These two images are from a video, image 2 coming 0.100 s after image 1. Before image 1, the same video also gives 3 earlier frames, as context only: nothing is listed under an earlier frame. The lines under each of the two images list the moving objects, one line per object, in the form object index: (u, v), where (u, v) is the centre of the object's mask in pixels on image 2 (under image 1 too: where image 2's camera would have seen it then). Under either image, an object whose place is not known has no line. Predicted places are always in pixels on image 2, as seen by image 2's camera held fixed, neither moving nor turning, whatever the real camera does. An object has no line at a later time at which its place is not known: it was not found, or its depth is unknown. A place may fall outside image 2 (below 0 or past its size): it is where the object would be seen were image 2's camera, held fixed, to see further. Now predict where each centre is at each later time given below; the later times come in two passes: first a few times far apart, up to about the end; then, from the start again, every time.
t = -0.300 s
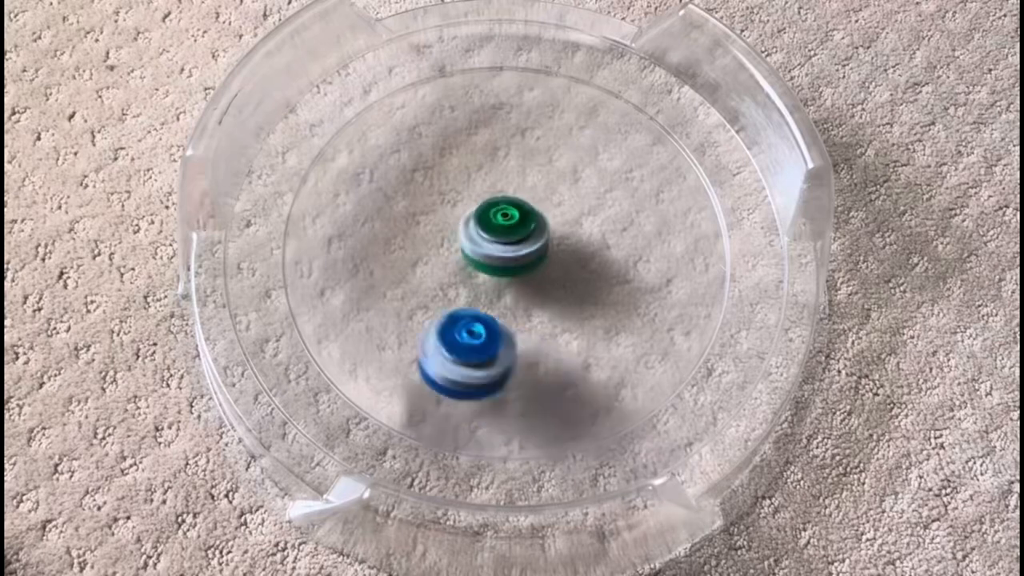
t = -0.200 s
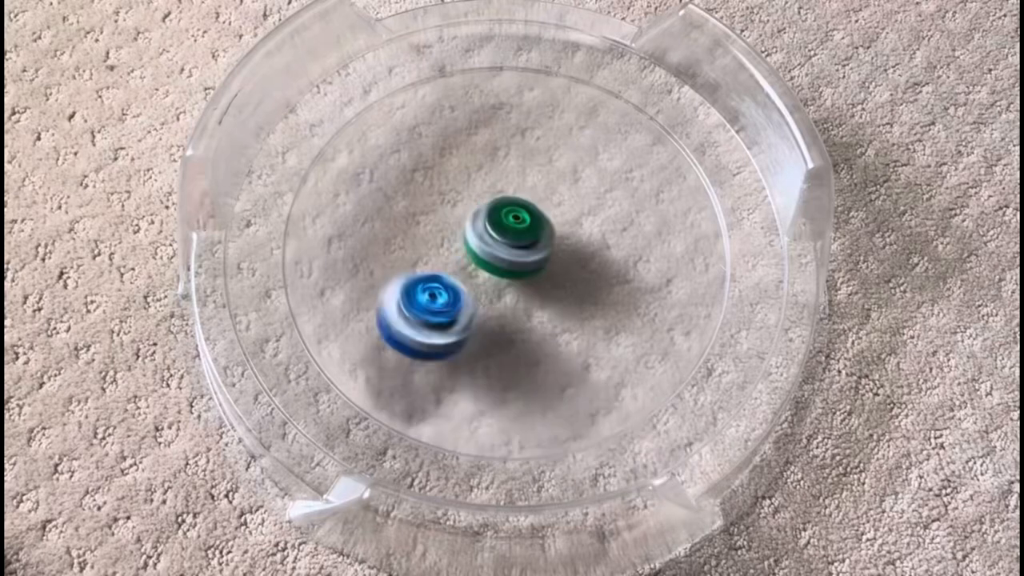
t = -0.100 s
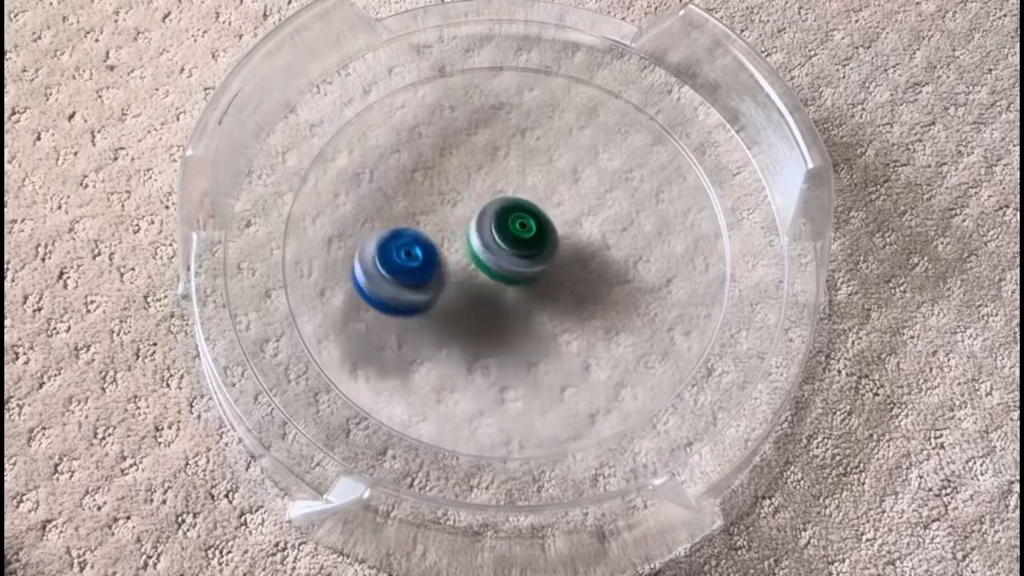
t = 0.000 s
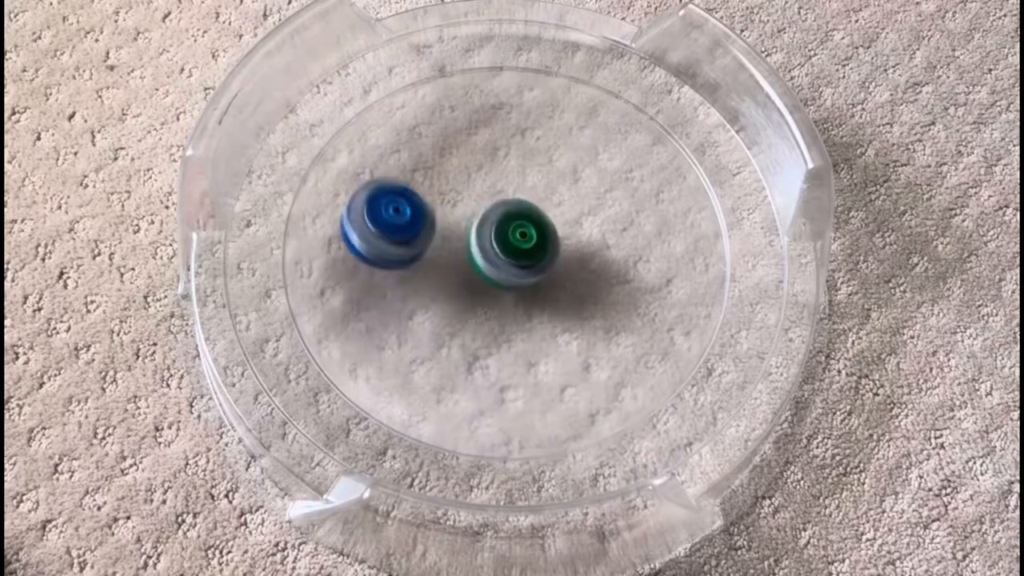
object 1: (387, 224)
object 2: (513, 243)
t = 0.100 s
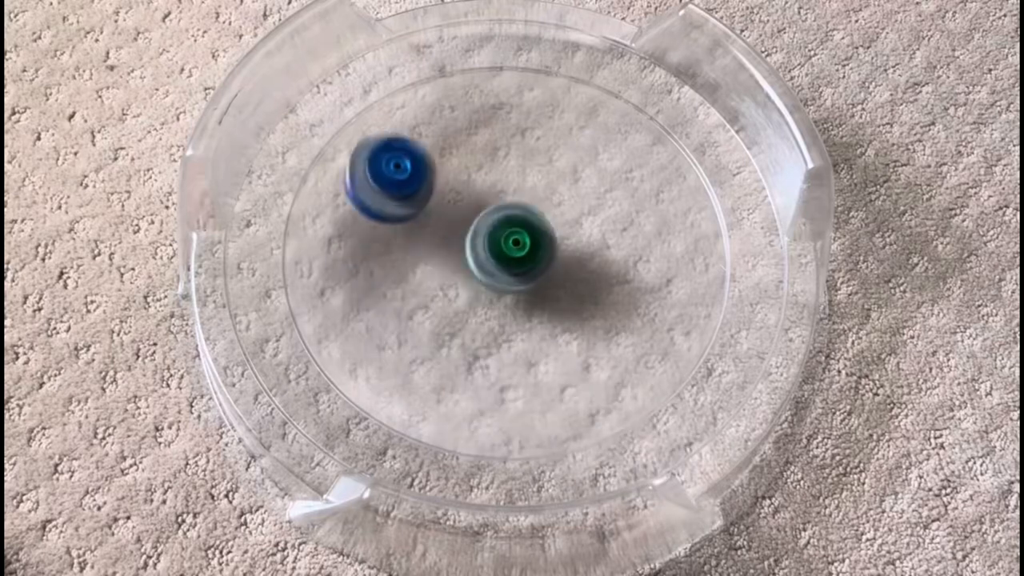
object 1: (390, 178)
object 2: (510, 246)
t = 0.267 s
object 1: (419, 119)
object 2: (501, 246)
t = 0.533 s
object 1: (518, 131)
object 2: (502, 238)
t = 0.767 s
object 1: (609, 196)
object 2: (512, 239)
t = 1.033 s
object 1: (648, 286)
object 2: (510, 248)
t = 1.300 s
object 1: (551, 330)
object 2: (499, 242)
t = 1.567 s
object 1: (419, 313)
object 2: (511, 237)
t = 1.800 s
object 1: (374, 263)
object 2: (514, 245)
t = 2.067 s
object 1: (421, 169)
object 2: (515, 260)
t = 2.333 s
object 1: (470, 106)
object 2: (544, 311)
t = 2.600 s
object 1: (524, 190)
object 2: (485, 270)
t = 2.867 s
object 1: (534, 230)
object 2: (403, 268)
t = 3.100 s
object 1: (576, 237)
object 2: (376, 273)
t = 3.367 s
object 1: (566, 250)
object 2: (434, 271)
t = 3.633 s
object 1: (587, 247)
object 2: (425, 264)
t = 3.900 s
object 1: (566, 248)
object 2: (471, 259)
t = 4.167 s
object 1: (573, 297)
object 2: (457, 220)
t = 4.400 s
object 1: (570, 301)
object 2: (484, 210)
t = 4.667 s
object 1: (523, 300)
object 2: (526, 214)
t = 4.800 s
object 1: (514, 286)
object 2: (525, 207)
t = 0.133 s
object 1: (393, 163)
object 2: (508, 247)
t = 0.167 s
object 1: (398, 149)
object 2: (506, 246)
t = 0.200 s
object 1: (404, 137)
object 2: (505, 247)
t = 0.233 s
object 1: (411, 126)
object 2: (503, 246)
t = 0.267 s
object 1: (419, 119)
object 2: (501, 246)
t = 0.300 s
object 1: (427, 114)
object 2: (500, 246)
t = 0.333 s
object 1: (438, 110)
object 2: (499, 244)
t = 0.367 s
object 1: (449, 110)
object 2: (499, 244)
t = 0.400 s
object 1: (461, 112)
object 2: (499, 243)
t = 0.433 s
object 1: (476, 115)
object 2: (499, 241)
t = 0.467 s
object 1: (489, 118)
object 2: (499, 241)
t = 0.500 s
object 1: (503, 125)
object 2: (501, 239)
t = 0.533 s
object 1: (518, 131)
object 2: (502, 238)
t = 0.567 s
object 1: (532, 138)
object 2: (503, 237)
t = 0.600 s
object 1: (547, 146)
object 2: (505, 237)
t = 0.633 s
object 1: (560, 155)
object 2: (507, 237)
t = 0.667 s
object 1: (574, 164)
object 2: (508, 237)
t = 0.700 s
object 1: (588, 174)
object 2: (510, 238)
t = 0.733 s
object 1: (598, 184)
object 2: (511, 239)
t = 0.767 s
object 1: (609, 196)
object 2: (512, 239)
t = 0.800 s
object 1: (619, 207)
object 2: (513, 240)
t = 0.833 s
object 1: (628, 219)
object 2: (514, 242)
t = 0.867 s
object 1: (637, 232)
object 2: (514, 243)
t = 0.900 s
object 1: (643, 244)
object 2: (514, 245)
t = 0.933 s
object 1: (648, 256)
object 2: (513, 246)
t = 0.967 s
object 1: (651, 267)
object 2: (513, 247)
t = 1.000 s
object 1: (651, 276)
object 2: (511, 248)
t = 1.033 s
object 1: (648, 286)
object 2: (510, 248)
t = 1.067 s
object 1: (643, 294)
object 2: (508, 248)
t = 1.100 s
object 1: (636, 300)
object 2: (505, 248)
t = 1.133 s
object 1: (626, 307)
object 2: (503, 247)
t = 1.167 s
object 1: (613, 314)
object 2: (501, 246)
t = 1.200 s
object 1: (599, 319)
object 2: (500, 246)
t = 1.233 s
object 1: (585, 324)
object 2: (499, 245)
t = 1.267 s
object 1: (570, 327)
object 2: (499, 243)
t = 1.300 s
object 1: (551, 330)
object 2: (499, 242)
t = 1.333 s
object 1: (535, 332)
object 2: (500, 240)
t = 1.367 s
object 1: (517, 332)
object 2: (501, 239)
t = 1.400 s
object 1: (500, 332)
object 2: (502, 238)
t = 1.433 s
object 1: (483, 332)
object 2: (503, 237)
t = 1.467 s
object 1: (467, 329)
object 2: (505, 236)
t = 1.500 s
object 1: (449, 325)
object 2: (507, 236)
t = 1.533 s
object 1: (433, 320)
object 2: (509, 236)
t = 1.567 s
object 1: (419, 313)
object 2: (511, 237)
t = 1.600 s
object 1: (404, 307)
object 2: (512, 238)
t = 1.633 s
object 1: (392, 301)
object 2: (514, 239)
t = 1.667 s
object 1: (384, 293)
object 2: (515, 240)
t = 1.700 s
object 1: (379, 286)
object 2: (515, 241)
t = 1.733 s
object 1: (374, 280)
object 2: (515, 243)
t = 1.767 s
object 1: (372, 271)
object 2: (515, 245)
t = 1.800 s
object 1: (374, 263)
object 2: (514, 245)
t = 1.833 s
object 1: (376, 254)
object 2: (514, 246)
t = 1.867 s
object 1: (382, 245)
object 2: (513, 247)
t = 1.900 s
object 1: (389, 235)
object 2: (510, 248)
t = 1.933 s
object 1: (398, 226)
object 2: (507, 249)
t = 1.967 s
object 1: (407, 217)
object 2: (504, 249)
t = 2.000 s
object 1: (417, 207)
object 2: (503, 247)
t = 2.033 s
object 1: (425, 194)
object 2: (504, 248)
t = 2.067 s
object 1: (421, 169)
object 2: (515, 260)
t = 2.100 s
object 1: (420, 149)
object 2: (528, 271)
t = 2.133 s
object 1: (423, 135)
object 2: (538, 282)
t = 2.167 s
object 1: (426, 125)
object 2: (545, 291)
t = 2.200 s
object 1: (430, 117)
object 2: (549, 298)
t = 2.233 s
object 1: (437, 111)
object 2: (551, 303)
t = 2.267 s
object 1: (446, 107)
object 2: (550, 308)
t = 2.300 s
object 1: (458, 105)
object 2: (548, 311)
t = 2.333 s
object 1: (470, 106)
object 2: (544, 311)
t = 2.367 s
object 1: (482, 109)
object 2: (539, 309)
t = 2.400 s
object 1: (493, 116)
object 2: (534, 307)
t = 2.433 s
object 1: (503, 126)
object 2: (528, 302)
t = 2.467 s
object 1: (510, 135)
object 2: (521, 298)
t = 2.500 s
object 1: (517, 147)
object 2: (512, 292)
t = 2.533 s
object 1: (520, 160)
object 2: (503, 286)
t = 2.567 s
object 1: (523, 176)
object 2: (495, 278)
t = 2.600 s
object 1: (524, 190)
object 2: (485, 270)
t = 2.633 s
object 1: (529, 197)
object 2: (468, 268)
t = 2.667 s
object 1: (542, 194)
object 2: (448, 270)
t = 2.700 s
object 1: (551, 194)
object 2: (430, 274)
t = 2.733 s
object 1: (556, 197)
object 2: (416, 274)
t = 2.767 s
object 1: (555, 205)
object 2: (405, 273)
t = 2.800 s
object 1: (549, 215)
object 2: (400, 270)
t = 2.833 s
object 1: (542, 224)
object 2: (401, 268)
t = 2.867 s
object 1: (534, 230)
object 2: (403, 268)
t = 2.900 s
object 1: (526, 236)
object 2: (408, 268)
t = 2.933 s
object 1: (518, 238)
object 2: (412, 268)
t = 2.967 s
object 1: (511, 241)
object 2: (419, 268)
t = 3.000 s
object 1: (525, 241)
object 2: (408, 272)
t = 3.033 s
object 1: (546, 240)
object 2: (392, 272)
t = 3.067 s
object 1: (563, 238)
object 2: (379, 274)
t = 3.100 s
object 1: (576, 237)
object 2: (376, 273)
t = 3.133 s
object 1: (583, 239)
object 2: (377, 275)
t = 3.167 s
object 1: (586, 243)
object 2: (381, 276)
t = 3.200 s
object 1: (587, 247)
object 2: (389, 276)
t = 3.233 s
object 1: (582, 249)
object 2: (397, 276)
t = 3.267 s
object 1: (579, 250)
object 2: (406, 274)
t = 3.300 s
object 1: (574, 250)
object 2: (415, 273)
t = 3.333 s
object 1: (571, 249)
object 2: (425, 272)
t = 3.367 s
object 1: (566, 250)
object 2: (434, 271)
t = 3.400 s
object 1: (560, 251)
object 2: (444, 271)
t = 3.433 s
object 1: (552, 253)
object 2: (453, 272)
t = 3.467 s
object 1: (550, 252)
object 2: (455, 273)
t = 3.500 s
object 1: (565, 248)
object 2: (438, 275)
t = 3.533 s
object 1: (574, 245)
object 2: (427, 275)
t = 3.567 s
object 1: (579, 244)
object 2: (420, 272)
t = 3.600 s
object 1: (583, 244)
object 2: (420, 268)
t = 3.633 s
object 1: (587, 247)
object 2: (425, 264)
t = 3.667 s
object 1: (587, 247)
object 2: (432, 263)
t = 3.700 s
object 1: (584, 249)
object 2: (442, 263)
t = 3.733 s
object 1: (581, 251)
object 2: (450, 263)
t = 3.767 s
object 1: (574, 250)
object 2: (459, 266)
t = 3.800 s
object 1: (567, 247)
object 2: (467, 264)
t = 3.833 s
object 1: (560, 245)
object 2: (474, 263)
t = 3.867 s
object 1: (563, 246)
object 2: (472, 262)
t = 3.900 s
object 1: (566, 248)
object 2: (471, 259)
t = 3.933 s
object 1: (567, 252)
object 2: (469, 257)
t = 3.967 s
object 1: (565, 257)
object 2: (467, 254)
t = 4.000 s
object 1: (562, 262)
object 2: (466, 254)
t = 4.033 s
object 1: (560, 264)
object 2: (467, 252)
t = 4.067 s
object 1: (558, 268)
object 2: (469, 249)
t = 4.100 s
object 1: (564, 280)
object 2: (463, 238)
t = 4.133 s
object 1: (568, 291)
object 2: (459, 229)
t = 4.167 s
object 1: (573, 297)
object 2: (457, 220)
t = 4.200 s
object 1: (576, 301)
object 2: (458, 215)
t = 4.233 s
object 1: (577, 300)
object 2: (460, 213)
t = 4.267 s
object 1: (577, 300)
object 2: (463, 210)
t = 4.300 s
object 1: (577, 300)
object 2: (466, 208)
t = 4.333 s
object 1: (576, 300)
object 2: (472, 208)
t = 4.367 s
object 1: (573, 301)
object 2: (477, 208)
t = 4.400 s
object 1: (570, 301)
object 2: (484, 210)
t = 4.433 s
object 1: (565, 302)
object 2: (489, 211)
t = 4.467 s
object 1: (558, 302)
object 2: (495, 213)
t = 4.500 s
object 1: (550, 301)
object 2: (504, 217)
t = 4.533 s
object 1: (542, 297)
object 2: (510, 220)
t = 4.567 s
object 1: (534, 298)
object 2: (519, 219)
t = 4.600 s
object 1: (529, 301)
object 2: (523, 217)
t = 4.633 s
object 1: (526, 301)
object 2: (525, 216)
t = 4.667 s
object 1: (523, 300)
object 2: (526, 214)
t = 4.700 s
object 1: (520, 299)
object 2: (524, 211)
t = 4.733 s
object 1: (518, 295)
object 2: (524, 208)
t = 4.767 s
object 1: (516, 291)
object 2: (525, 207)
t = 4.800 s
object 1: (514, 286)
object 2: (525, 207)
